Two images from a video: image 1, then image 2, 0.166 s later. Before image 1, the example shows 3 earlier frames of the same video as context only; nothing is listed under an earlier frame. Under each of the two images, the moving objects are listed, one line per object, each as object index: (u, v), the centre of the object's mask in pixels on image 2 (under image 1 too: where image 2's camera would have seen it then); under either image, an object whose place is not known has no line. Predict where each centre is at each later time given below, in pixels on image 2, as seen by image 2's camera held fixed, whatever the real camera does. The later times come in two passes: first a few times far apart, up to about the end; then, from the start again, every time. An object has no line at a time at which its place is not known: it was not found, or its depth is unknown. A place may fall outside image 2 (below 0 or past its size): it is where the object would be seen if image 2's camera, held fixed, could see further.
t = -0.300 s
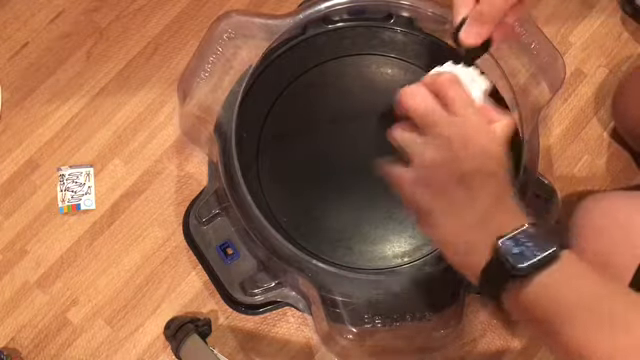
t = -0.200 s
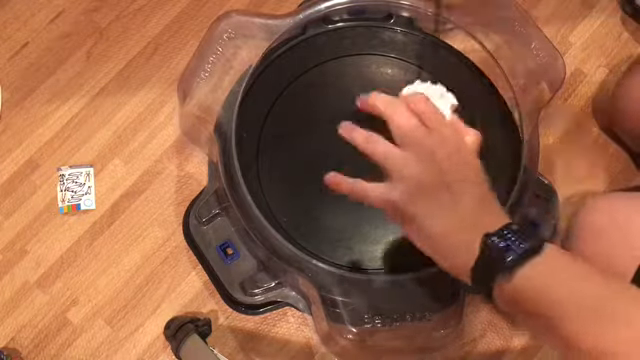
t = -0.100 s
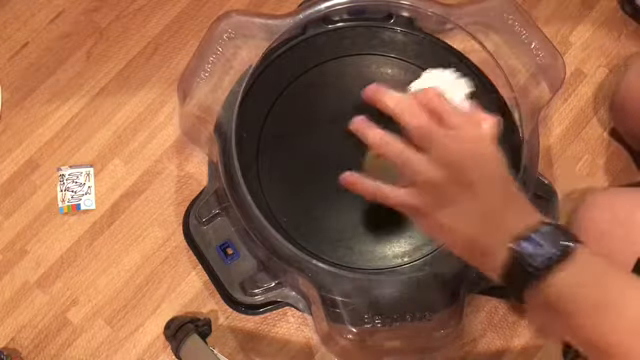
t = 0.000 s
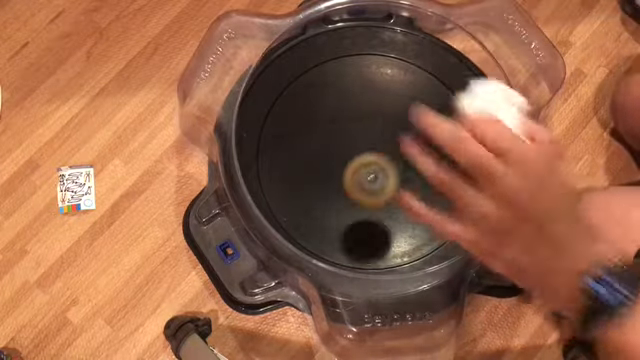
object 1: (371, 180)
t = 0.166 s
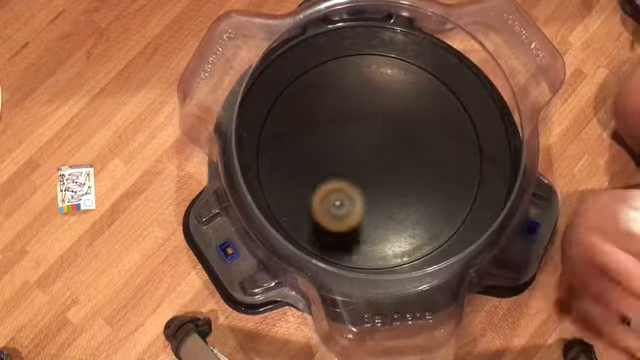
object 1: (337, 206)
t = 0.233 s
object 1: (327, 206)
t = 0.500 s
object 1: (337, 150)
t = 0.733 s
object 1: (421, 170)
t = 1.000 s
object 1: (393, 234)
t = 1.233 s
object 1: (328, 169)
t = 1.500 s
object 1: (403, 94)
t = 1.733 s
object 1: (469, 160)
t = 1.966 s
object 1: (382, 222)
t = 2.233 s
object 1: (306, 103)
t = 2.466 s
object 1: (407, 60)
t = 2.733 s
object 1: (442, 197)
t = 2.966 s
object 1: (310, 206)
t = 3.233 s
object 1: (318, 93)
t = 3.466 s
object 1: (412, 122)
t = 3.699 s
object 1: (395, 202)
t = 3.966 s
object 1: (332, 179)
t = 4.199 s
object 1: (359, 145)
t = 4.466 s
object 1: (392, 155)
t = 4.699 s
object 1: (390, 166)
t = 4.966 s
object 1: (374, 161)
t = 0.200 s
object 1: (332, 205)
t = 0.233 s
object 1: (327, 206)
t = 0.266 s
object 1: (324, 201)
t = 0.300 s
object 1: (320, 194)
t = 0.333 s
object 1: (317, 187)
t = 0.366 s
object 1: (316, 178)
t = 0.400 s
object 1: (317, 169)
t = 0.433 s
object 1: (321, 162)
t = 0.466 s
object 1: (327, 155)
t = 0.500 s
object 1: (337, 150)
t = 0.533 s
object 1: (349, 146)
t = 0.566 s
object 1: (362, 145)
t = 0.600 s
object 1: (377, 147)
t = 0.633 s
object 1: (391, 150)
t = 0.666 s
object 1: (403, 155)
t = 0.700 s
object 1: (413, 162)
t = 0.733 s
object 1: (421, 170)
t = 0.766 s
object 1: (428, 178)
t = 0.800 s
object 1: (431, 188)
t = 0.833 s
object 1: (432, 198)
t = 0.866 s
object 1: (430, 208)
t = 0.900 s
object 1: (426, 217)
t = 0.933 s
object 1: (417, 225)
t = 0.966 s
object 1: (405, 231)
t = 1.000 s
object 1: (393, 234)
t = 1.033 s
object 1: (381, 234)
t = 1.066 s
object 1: (366, 230)
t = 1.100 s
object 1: (355, 223)
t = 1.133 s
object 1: (343, 213)
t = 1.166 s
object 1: (335, 200)
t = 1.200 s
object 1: (330, 184)
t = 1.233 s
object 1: (328, 169)
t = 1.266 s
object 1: (330, 153)
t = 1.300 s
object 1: (335, 139)
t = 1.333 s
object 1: (342, 126)
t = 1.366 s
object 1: (351, 115)
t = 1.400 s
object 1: (362, 106)
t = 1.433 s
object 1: (375, 98)
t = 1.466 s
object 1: (389, 94)
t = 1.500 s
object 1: (403, 94)
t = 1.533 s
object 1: (417, 95)
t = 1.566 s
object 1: (431, 99)
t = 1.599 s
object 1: (442, 106)
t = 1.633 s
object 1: (452, 116)
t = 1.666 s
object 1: (461, 129)
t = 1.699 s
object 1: (467, 144)
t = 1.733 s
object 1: (469, 160)
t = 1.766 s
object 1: (468, 176)
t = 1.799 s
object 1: (462, 192)
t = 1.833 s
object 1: (452, 205)
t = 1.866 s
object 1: (439, 215)
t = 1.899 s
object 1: (422, 221)
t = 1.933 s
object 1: (402, 225)
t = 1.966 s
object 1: (382, 222)
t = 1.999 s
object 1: (363, 216)
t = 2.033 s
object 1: (344, 205)
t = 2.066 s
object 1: (329, 191)
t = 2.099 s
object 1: (316, 175)
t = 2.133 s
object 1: (308, 157)
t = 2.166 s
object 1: (303, 140)
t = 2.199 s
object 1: (302, 122)
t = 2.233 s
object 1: (306, 103)
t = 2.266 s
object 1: (312, 87)
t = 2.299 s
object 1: (323, 73)
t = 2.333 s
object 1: (335, 62)
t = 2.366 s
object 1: (349, 55)
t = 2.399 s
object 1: (366, 51)
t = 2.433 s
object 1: (387, 53)
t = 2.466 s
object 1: (407, 60)
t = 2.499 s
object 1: (427, 70)
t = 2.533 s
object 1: (443, 85)
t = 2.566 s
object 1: (455, 101)
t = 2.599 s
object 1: (462, 120)
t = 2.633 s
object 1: (465, 140)
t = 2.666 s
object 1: (462, 161)
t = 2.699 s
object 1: (454, 180)
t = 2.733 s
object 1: (442, 197)
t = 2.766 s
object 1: (426, 210)
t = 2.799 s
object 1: (407, 221)
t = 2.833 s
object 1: (386, 226)
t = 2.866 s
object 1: (364, 227)
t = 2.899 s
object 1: (344, 224)
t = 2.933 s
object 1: (326, 217)
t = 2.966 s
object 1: (310, 206)
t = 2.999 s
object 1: (296, 192)
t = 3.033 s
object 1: (287, 176)
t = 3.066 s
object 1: (283, 160)
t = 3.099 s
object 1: (283, 144)
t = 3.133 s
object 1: (287, 128)
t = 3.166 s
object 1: (294, 114)
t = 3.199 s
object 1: (304, 102)
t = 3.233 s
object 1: (318, 93)
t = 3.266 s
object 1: (333, 87)
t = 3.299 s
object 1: (349, 85)
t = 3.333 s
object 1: (364, 87)
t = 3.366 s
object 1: (380, 92)
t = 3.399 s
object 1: (393, 100)
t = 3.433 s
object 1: (404, 110)
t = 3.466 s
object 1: (412, 122)
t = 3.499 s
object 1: (418, 135)
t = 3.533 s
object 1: (421, 149)
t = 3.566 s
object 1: (420, 163)
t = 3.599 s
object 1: (417, 176)
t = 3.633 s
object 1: (411, 187)
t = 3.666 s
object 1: (404, 196)
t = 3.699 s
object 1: (395, 202)
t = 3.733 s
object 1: (385, 205)
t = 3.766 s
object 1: (375, 207)
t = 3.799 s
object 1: (364, 206)
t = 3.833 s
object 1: (355, 203)
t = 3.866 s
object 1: (347, 199)
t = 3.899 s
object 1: (340, 193)
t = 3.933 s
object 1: (335, 186)
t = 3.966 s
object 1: (332, 179)
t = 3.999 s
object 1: (332, 172)
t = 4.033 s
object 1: (333, 165)
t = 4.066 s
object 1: (336, 159)
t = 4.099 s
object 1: (341, 154)
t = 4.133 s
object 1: (347, 150)
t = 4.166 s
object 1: (352, 147)
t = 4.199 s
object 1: (359, 145)
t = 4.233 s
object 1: (365, 143)
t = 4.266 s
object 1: (370, 143)
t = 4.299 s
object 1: (376, 144)
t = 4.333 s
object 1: (380, 146)
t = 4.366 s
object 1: (384, 148)
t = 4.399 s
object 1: (388, 150)
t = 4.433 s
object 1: (390, 153)
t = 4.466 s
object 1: (392, 155)
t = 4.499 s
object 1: (393, 158)
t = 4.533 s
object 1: (393, 160)
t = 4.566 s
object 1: (393, 161)
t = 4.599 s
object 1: (393, 163)
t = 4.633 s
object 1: (392, 165)
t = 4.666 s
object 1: (391, 165)
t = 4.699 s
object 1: (390, 166)
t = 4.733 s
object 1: (389, 166)
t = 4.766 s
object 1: (387, 166)
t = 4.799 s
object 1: (385, 166)
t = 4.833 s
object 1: (383, 166)
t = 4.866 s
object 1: (381, 165)
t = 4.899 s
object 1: (379, 164)
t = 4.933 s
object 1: (376, 162)
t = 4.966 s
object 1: (374, 161)
